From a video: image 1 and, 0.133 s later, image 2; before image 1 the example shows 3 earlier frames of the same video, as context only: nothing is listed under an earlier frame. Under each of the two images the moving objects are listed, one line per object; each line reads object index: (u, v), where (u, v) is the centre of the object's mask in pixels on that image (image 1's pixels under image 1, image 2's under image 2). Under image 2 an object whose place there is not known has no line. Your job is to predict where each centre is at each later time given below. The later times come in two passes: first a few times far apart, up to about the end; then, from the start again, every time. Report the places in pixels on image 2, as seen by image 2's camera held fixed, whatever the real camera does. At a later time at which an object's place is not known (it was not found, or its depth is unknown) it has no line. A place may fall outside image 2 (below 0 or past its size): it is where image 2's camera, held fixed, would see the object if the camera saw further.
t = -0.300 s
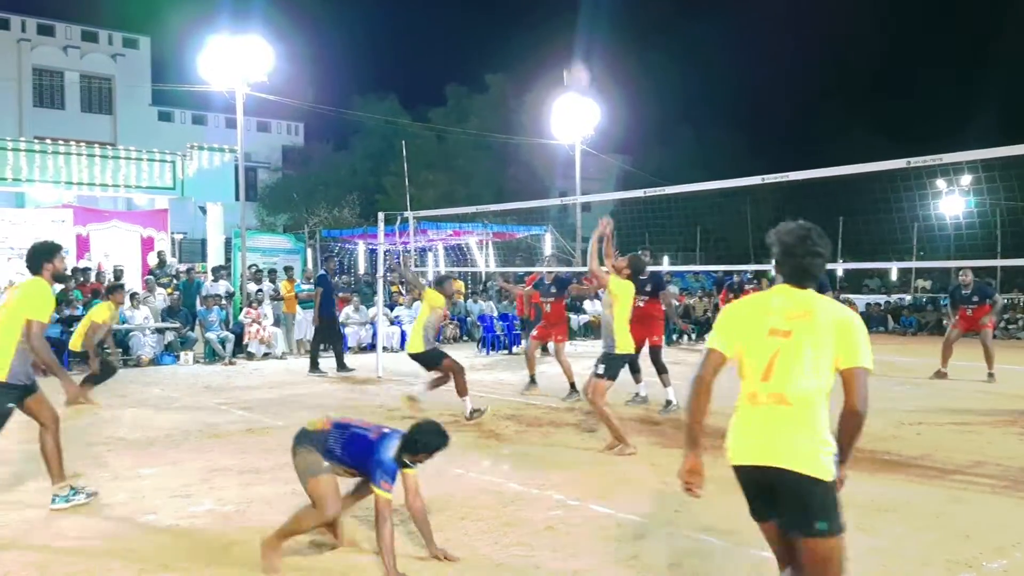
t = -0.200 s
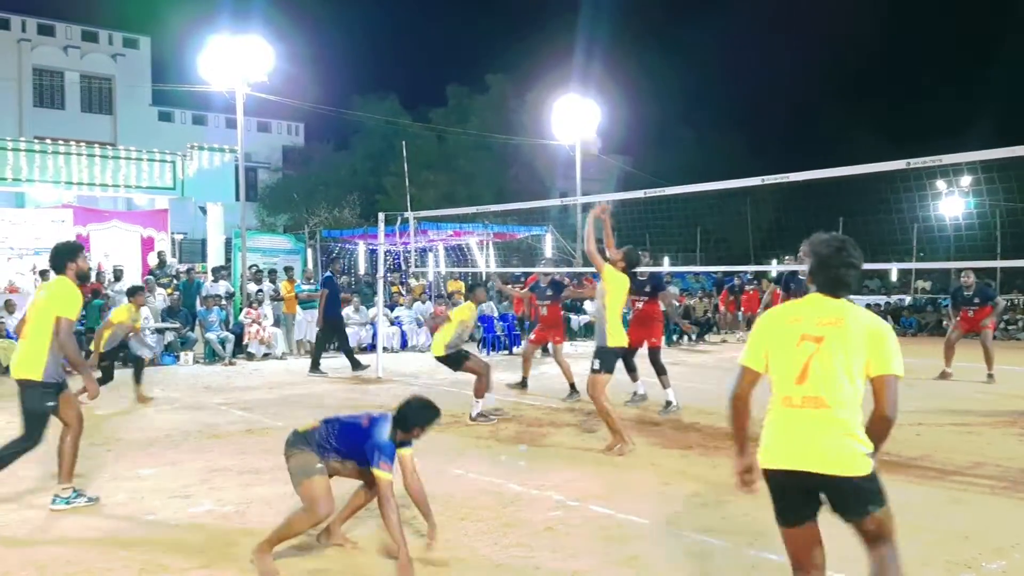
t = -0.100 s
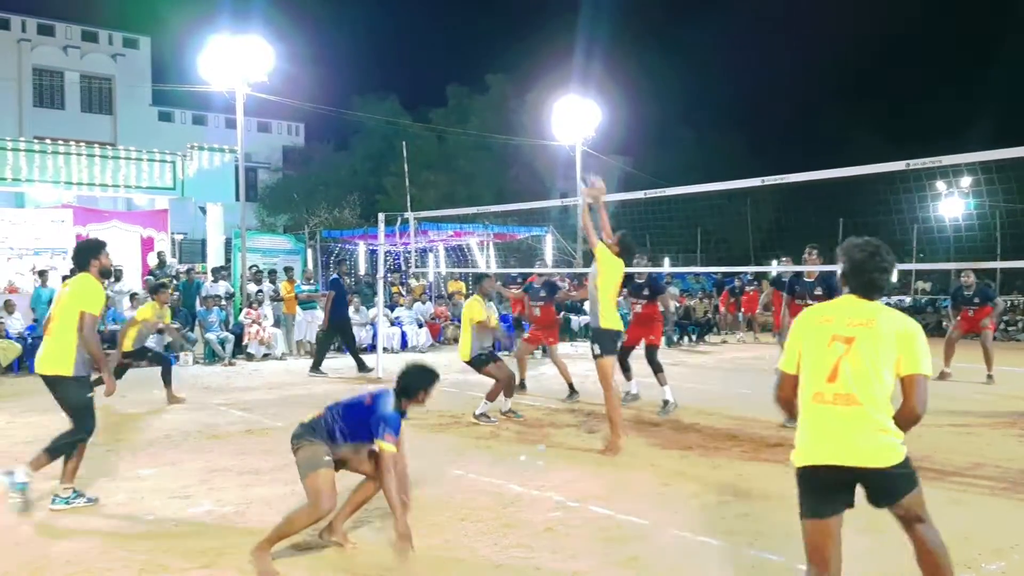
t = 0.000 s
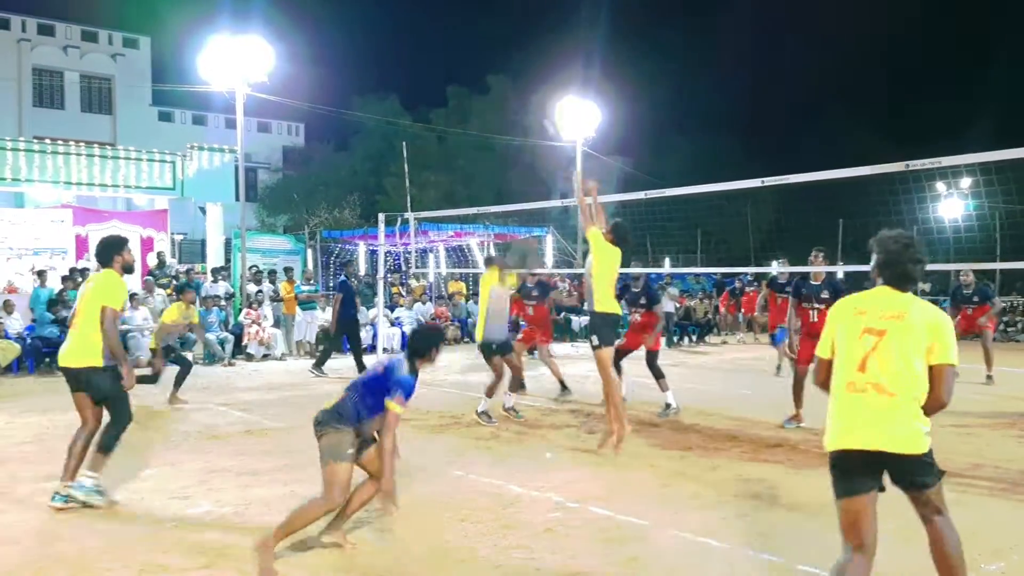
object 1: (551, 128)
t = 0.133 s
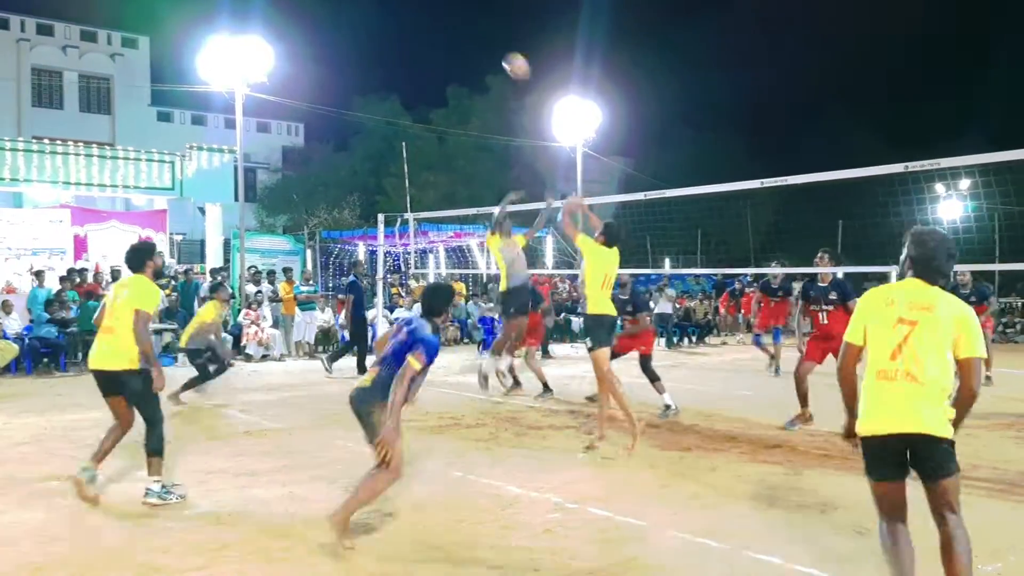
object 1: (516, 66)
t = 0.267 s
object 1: (478, 29)
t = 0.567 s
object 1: (404, 15)
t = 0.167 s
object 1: (507, 55)
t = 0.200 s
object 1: (497, 45)
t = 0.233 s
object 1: (487, 36)
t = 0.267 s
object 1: (478, 29)
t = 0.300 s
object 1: (469, 23)
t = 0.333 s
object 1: (460, 18)
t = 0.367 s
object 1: (451, 14)
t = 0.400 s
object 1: (443, 12)
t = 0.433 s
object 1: (435, 10)
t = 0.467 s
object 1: (427, 10)
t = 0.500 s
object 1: (419, 10)
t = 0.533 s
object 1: (411, 13)
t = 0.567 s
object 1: (404, 15)
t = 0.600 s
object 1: (396, 19)
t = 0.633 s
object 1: (389, 24)
